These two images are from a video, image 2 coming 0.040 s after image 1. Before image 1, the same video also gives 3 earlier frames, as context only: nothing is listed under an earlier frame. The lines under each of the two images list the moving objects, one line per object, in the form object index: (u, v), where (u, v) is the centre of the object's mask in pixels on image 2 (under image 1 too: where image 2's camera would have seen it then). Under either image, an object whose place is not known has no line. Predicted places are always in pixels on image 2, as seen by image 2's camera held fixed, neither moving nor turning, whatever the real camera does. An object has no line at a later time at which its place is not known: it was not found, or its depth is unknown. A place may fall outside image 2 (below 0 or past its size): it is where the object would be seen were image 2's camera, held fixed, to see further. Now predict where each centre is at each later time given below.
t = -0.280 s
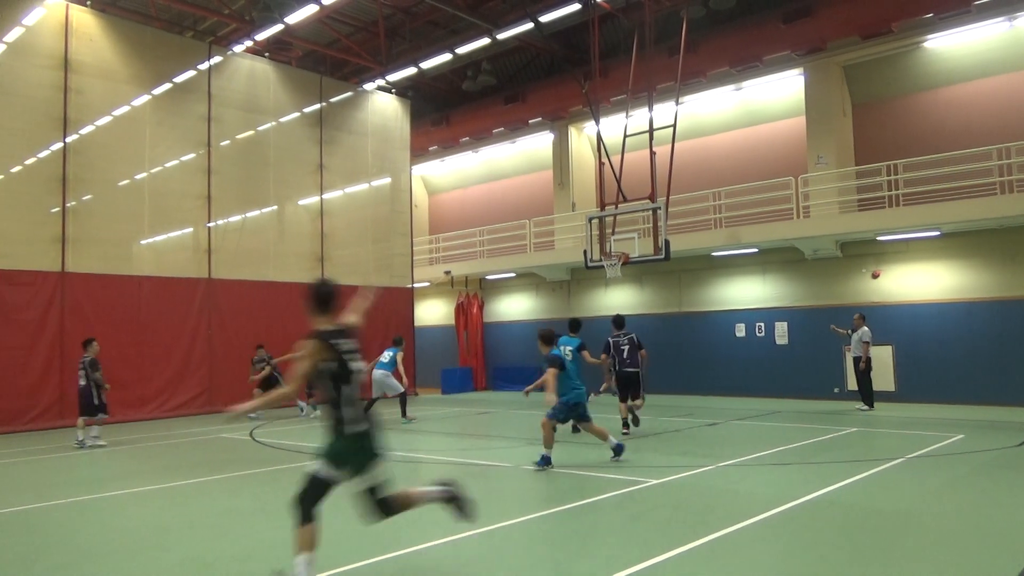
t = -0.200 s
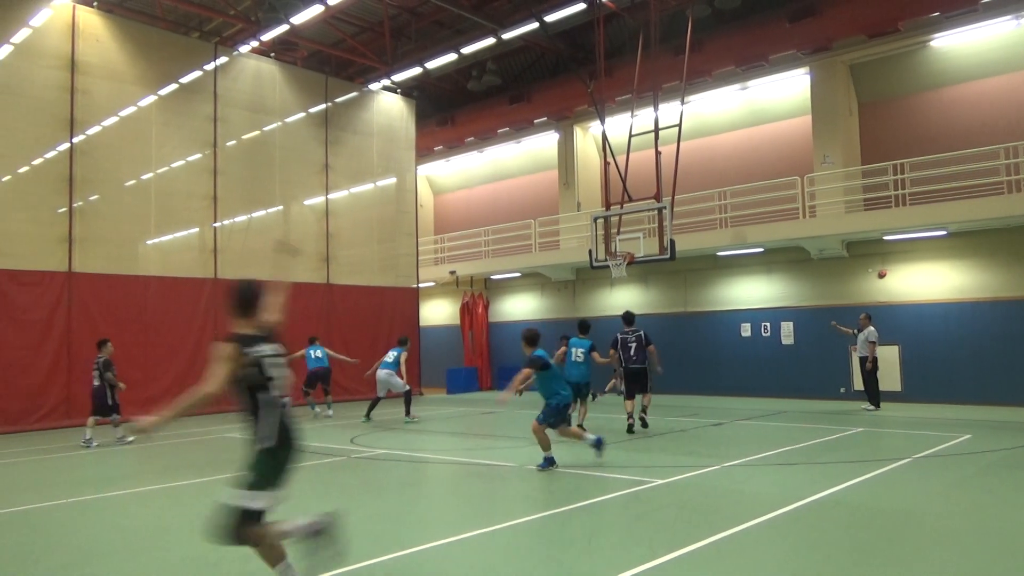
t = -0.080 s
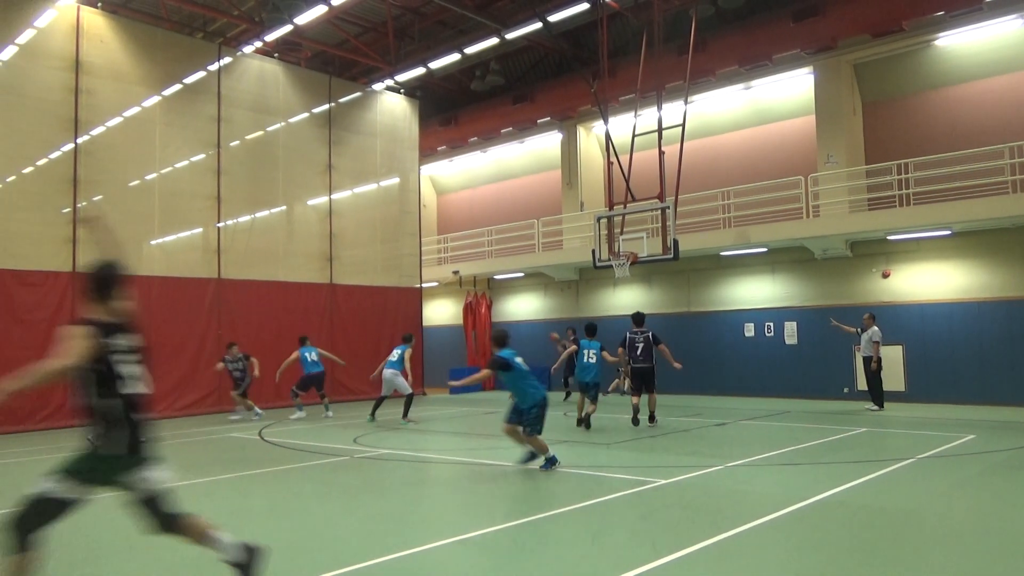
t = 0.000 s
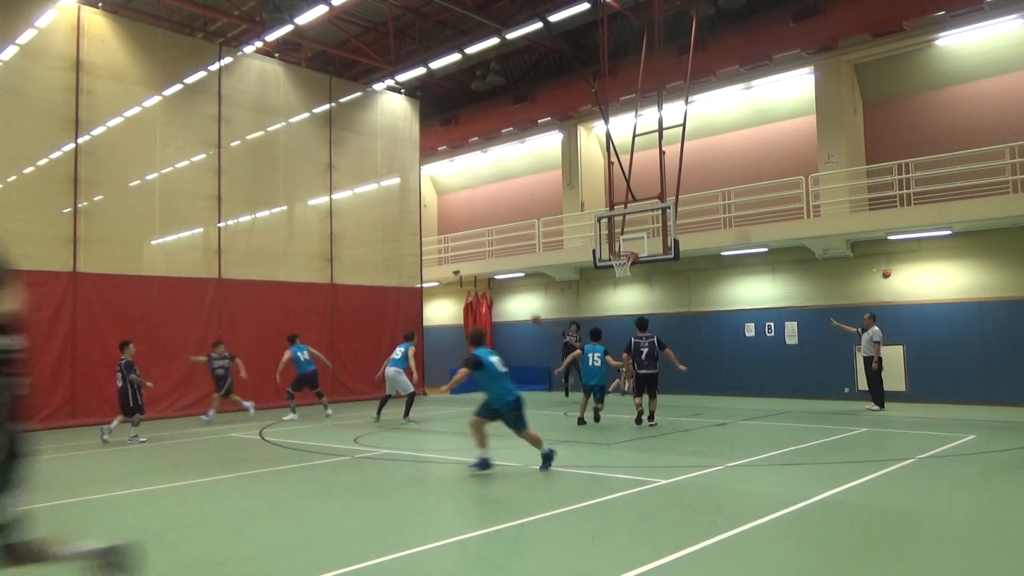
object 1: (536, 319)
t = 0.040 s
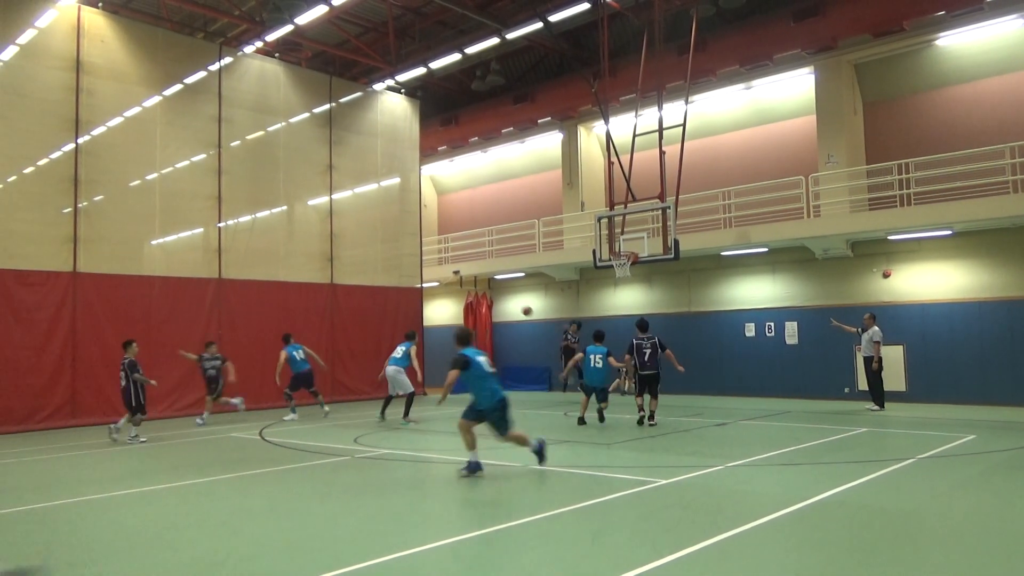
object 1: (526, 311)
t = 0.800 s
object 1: (133, 247)
